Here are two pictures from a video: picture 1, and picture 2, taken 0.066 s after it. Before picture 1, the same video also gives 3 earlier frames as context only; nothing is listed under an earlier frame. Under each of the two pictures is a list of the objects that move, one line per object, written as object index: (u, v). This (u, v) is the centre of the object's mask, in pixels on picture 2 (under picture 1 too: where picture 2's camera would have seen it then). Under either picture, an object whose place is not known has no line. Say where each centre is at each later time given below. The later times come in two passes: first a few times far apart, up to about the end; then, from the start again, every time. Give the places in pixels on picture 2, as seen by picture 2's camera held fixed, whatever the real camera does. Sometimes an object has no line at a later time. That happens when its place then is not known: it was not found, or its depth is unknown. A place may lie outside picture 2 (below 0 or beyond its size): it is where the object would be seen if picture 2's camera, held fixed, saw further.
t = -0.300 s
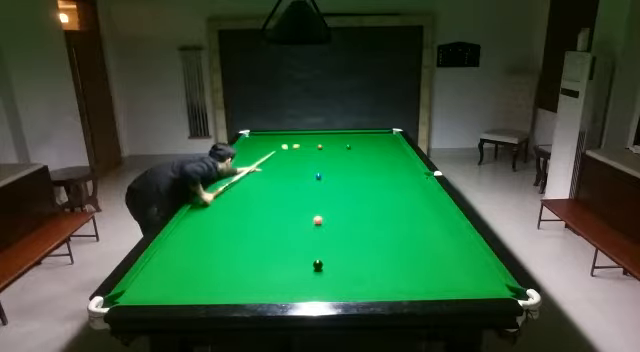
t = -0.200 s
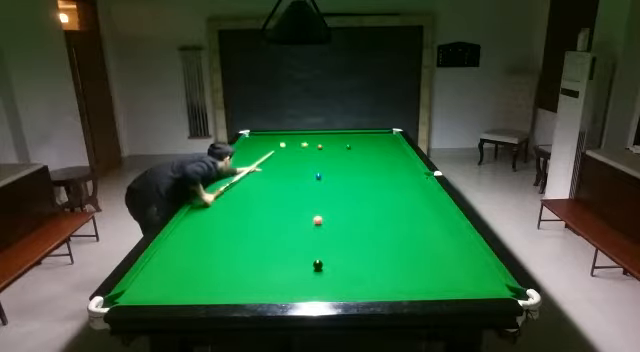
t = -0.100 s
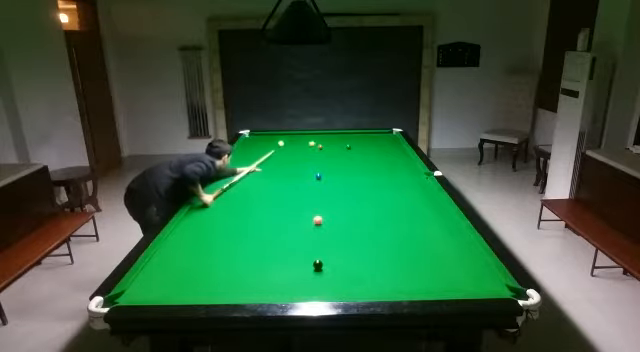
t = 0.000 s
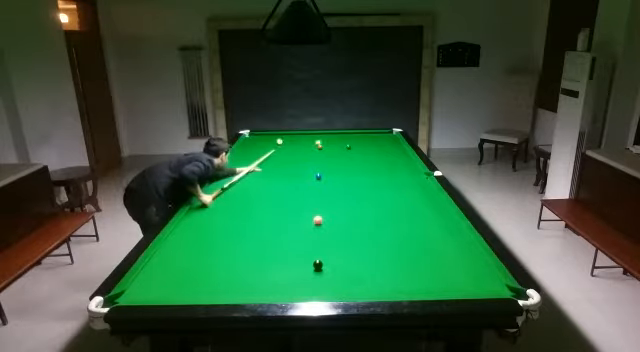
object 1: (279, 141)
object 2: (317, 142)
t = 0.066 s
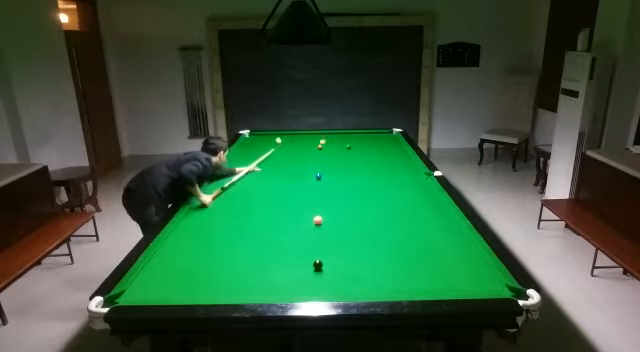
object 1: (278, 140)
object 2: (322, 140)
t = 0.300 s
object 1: (274, 137)
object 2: (336, 139)
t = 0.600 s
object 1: (270, 134)
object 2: (352, 136)
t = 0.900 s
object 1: (263, 136)
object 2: (368, 134)
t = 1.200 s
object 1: (256, 139)
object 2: (382, 132)
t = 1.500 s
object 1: (249, 142)
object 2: (389, 132)
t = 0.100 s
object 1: (277, 140)
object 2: (324, 140)
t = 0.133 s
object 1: (277, 139)
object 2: (325, 140)
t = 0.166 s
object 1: (277, 139)
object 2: (327, 140)
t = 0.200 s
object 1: (276, 138)
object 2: (330, 140)
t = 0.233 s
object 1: (276, 138)
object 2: (332, 139)
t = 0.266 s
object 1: (275, 137)
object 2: (334, 139)
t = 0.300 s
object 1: (274, 137)
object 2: (336, 139)
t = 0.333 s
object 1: (274, 136)
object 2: (338, 139)
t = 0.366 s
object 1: (274, 136)
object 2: (339, 138)
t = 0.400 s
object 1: (274, 135)
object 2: (341, 138)
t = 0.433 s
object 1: (273, 135)
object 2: (343, 138)
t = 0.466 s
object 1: (273, 134)
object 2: (345, 138)
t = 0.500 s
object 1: (272, 134)
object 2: (347, 138)
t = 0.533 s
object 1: (272, 134)
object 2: (349, 137)
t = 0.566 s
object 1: (271, 134)
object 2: (351, 137)
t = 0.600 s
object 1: (270, 134)
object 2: (352, 136)
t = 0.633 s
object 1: (269, 134)
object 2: (354, 136)
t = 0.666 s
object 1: (268, 135)
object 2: (356, 136)
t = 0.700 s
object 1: (268, 135)
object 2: (358, 136)
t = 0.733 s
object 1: (267, 135)
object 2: (359, 136)
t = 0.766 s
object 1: (266, 135)
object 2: (361, 135)
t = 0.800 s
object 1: (265, 136)
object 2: (363, 135)
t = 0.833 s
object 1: (265, 136)
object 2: (364, 135)
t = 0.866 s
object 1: (264, 136)
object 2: (366, 135)
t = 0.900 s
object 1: (263, 136)
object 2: (368, 134)
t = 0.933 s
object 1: (262, 137)
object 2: (370, 134)
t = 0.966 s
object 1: (261, 137)
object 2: (371, 134)
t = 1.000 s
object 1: (261, 137)
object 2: (373, 133)
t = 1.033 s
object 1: (260, 138)
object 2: (374, 133)
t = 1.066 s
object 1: (259, 138)
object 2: (376, 133)
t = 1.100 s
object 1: (258, 138)
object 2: (378, 133)
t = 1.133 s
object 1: (258, 139)
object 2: (379, 133)
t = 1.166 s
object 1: (257, 139)
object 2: (380, 132)
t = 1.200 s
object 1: (256, 139)
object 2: (382, 132)
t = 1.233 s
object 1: (255, 140)
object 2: (384, 132)
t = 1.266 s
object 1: (255, 140)
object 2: (385, 132)
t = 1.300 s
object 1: (254, 140)
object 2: (387, 132)
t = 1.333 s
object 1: (254, 140)
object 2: (388, 132)
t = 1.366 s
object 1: (253, 141)
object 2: (389, 132)
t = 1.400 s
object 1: (252, 141)
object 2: (390, 132)
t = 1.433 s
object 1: (251, 141)
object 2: (390, 132)
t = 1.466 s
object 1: (250, 142)
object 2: (389, 132)
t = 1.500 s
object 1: (249, 142)
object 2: (389, 132)
